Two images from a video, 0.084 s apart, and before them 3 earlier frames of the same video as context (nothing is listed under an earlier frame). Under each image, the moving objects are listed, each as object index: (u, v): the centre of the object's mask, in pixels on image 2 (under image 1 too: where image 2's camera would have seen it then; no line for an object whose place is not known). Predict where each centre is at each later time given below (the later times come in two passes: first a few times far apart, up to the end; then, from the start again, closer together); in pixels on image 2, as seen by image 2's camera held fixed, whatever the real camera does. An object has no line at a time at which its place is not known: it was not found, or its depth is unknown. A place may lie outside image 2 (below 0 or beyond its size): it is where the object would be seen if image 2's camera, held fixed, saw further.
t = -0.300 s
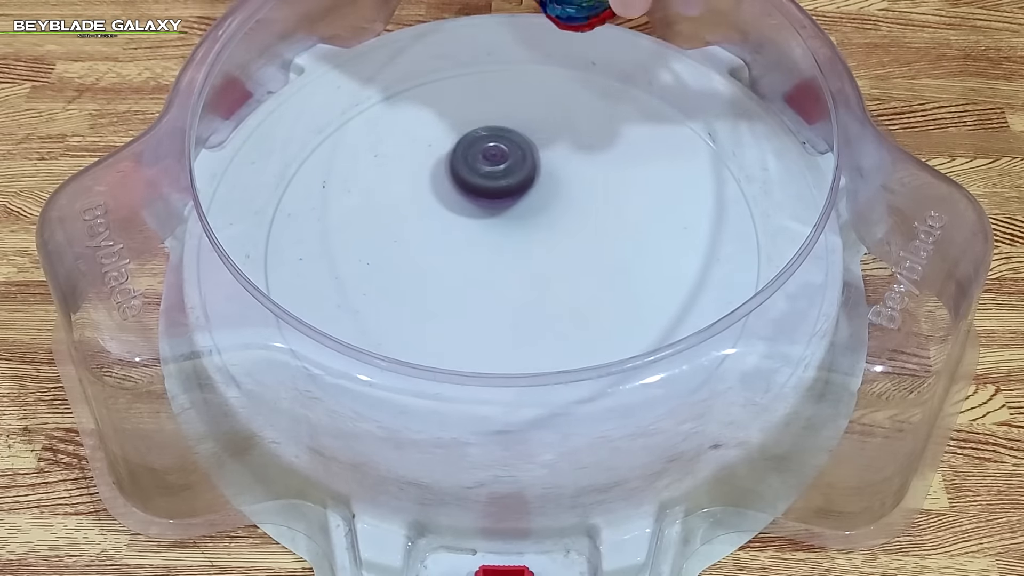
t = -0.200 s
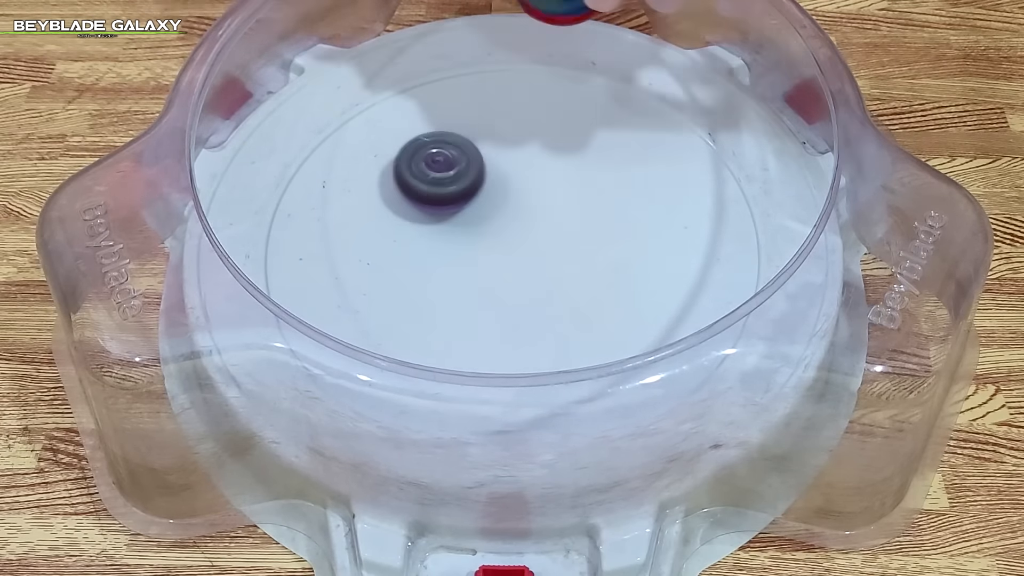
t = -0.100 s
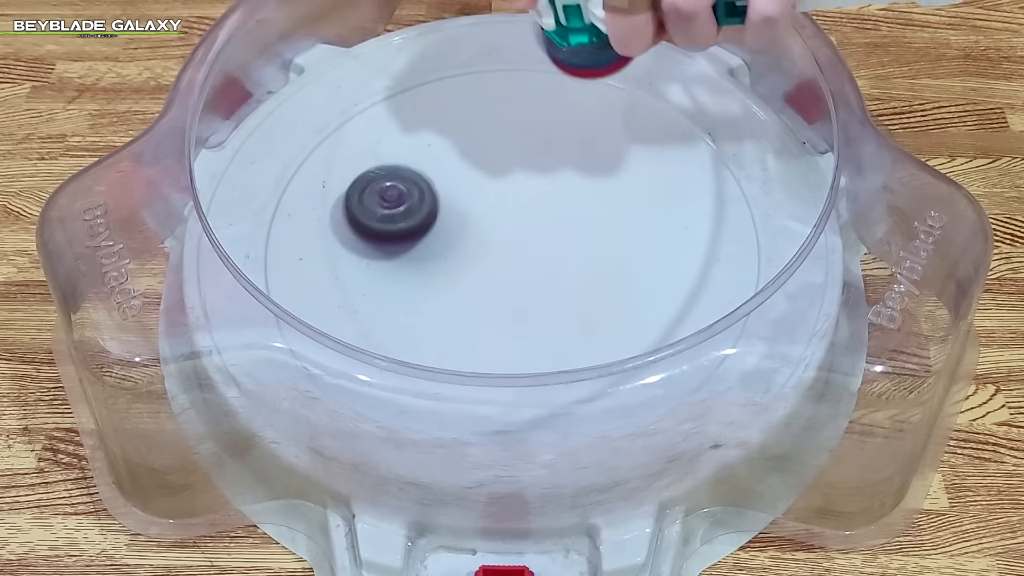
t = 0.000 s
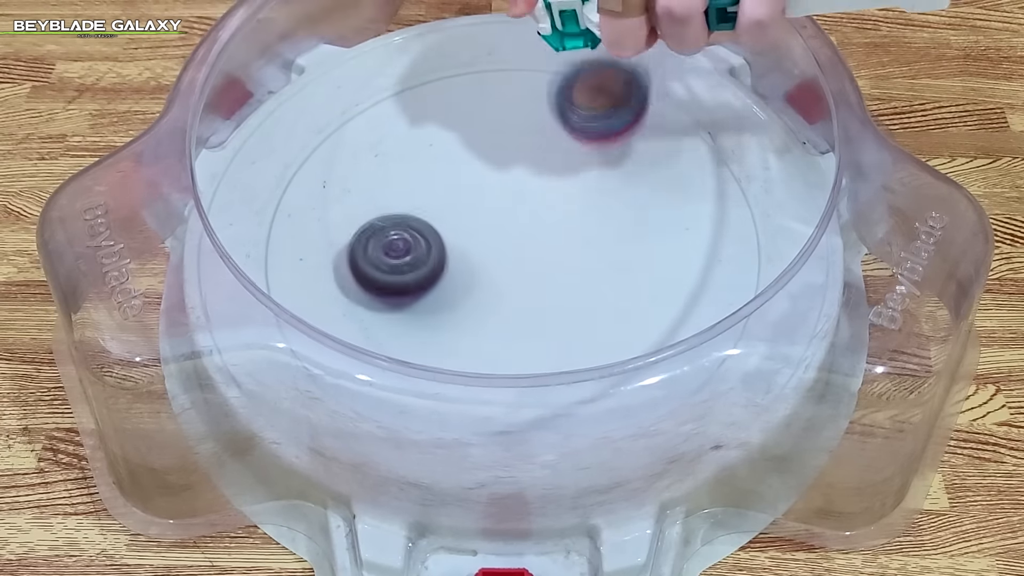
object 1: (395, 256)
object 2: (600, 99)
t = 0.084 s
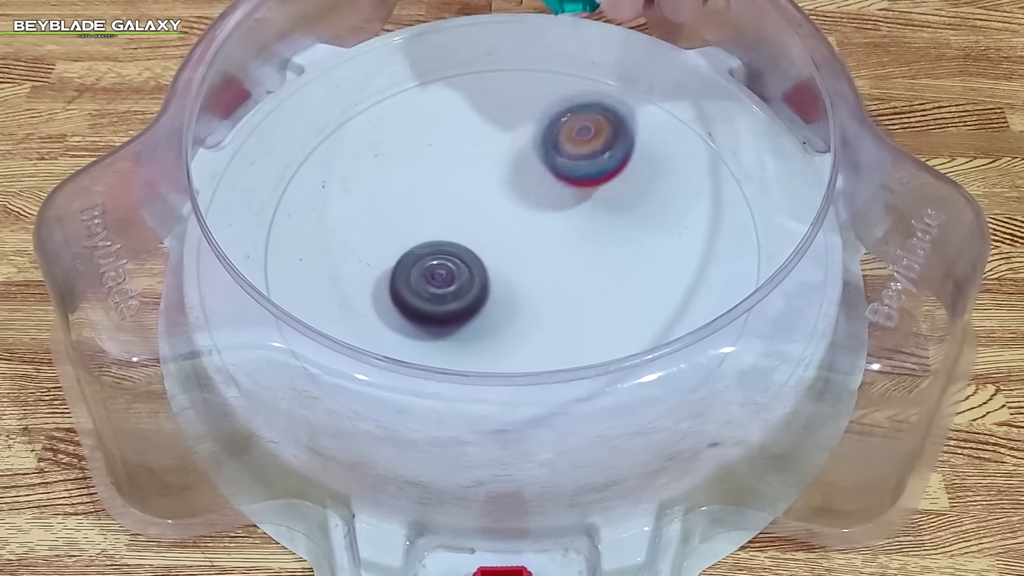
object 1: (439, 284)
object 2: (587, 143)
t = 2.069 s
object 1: (365, 266)
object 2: (501, 359)
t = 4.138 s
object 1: (472, 241)
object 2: (579, 304)
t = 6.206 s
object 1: (518, 204)
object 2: (562, 296)
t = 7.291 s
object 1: (554, 264)
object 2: (441, 224)
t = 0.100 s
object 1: (448, 286)
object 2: (581, 154)
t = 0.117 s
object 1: (458, 286)
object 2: (576, 167)
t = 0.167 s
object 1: (491, 287)
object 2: (557, 205)
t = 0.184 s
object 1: (496, 288)
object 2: (551, 217)
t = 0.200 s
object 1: (492, 295)
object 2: (555, 217)
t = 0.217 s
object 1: (489, 302)
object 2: (560, 217)
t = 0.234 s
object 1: (487, 307)
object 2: (565, 219)
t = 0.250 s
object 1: (487, 311)
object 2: (571, 216)
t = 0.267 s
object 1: (488, 313)
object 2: (576, 217)
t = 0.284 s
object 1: (491, 314)
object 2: (582, 221)
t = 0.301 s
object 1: (496, 316)
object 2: (588, 218)
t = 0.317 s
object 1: (502, 315)
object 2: (594, 217)
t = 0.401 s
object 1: (537, 305)
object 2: (613, 220)
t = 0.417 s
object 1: (547, 301)
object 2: (617, 220)
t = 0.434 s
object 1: (556, 297)
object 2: (620, 217)
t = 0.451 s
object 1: (564, 292)
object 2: (624, 217)
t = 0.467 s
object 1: (569, 289)
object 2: (628, 216)
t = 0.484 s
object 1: (570, 284)
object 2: (633, 209)
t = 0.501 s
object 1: (572, 280)
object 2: (639, 206)
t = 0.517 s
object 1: (572, 274)
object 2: (643, 201)
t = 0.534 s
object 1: (571, 269)
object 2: (647, 195)
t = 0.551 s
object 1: (570, 262)
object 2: (650, 191)
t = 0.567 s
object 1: (567, 256)
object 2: (651, 187)
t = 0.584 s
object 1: (565, 250)
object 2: (652, 181)
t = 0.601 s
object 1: (560, 245)
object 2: (652, 177)
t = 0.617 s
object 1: (555, 240)
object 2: (652, 174)
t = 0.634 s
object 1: (549, 235)
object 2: (649, 172)
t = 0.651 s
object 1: (543, 231)
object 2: (645, 170)
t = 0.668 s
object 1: (537, 228)
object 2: (640, 168)
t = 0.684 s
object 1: (529, 226)
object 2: (633, 167)
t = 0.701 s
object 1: (521, 223)
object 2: (624, 168)
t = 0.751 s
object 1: (497, 220)
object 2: (592, 175)
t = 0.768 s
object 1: (488, 221)
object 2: (582, 177)
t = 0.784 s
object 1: (479, 221)
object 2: (572, 183)
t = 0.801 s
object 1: (465, 223)
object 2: (566, 188)
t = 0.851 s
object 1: (431, 229)
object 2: (550, 208)
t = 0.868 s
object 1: (421, 232)
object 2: (545, 216)
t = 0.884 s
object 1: (413, 237)
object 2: (541, 222)
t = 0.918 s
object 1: (401, 245)
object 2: (534, 241)
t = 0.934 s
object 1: (396, 250)
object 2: (532, 247)
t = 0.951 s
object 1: (394, 255)
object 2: (531, 251)
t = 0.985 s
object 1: (393, 266)
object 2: (529, 272)
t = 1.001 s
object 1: (393, 273)
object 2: (530, 278)
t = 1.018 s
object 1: (393, 278)
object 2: (531, 283)
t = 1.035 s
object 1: (394, 283)
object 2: (533, 291)
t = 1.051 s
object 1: (398, 288)
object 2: (535, 303)
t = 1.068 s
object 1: (401, 292)
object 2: (538, 309)
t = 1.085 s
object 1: (404, 297)
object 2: (541, 317)
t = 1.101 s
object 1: (408, 298)
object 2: (546, 322)
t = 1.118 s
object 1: (413, 301)
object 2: (551, 327)
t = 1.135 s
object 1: (418, 303)
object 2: (557, 329)
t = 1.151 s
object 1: (425, 304)
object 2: (563, 333)
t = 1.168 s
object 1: (432, 306)
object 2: (570, 334)
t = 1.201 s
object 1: (448, 309)
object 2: (586, 335)
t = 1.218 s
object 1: (458, 310)
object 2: (594, 336)
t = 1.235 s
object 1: (468, 310)
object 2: (606, 347)
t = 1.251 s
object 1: (478, 308)
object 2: (615, 346)
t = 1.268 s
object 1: (488, 306)
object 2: (625, 343)
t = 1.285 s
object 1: (498, 302)
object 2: (635, 342)
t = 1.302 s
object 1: (508, 297)
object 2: (643, 336)
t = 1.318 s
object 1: (517, 292)
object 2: (647, 319)
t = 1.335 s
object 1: (524, 284)
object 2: (654, 315)
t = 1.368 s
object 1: (535, 267)
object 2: (666, 301)
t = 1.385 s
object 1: (538, 260)
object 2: (671, 295)
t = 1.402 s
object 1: (539, 248)
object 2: (672, 287)
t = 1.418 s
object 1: (539, 239)
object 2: (672, 276)
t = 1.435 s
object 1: (538, 229)
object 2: (671, 267)
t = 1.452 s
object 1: (534, 220)
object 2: (670, 256)
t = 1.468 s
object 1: (530, 210)
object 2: (669, 245)
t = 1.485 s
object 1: (525, 202)
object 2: (665, 234)
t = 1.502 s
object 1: (519, 193)
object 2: (660, 224)
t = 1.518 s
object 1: (514, 187)
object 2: (653, 215)
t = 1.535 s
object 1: (506, 182)
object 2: (645, 206)
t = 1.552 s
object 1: (501, 177)
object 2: (637, 199)
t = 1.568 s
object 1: (494, 175)
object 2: (627, 190)
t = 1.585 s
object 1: (488, 173)
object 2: (616, 184)
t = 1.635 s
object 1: (474, 171)
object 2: (576, 171)
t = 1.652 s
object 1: (466, 170)
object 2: (564, 167)
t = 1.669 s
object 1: (454, 168)
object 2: (558, 166)
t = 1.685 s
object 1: (438, 168)
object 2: (553, 168)
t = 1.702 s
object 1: (426, 167)
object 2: (547, 170)
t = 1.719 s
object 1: (413, 167)
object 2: (540, 170)
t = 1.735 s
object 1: (400, 167)
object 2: (533, 175)
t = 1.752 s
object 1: (389, 169)
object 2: (526, 181)
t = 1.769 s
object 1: (376, 171)
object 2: (518, 183)
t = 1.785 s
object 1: (368, 174)
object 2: (510, 189)
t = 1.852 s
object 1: (339, 197)
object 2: (476, 221)
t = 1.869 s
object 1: (334, 204)
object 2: (468, 228)
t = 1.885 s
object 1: (333, 212)
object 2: (460, 240)
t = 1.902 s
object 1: (333, 219)
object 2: (455, 250)
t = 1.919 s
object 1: (336, 227)
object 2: (450, 253)
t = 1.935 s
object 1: (339, 236)
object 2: (447, 258)
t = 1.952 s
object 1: (344, 242)
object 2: (444, 269)
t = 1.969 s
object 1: (345, 248)
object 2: (447, 283)
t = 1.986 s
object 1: (344, 252)
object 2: (452, 303)
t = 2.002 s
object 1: (345, 254)
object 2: (459, 314)
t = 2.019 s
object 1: (347, 257)
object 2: (468, 326)
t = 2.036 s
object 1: (351, 260)
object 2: (478, 336)
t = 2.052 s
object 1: (357, 262)
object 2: (490, 341)
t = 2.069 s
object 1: (365, 266)
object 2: (501, 359)
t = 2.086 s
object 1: (372, 270)
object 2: (515, 364)
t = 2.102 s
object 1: (383, 273)
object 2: (530, 373)
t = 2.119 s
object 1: (392, 276)
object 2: (546, 385)
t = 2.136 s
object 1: (402, 277)
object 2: (564, 386)
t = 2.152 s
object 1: (413, 278)
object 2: (579, 390)
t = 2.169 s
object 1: (423, 277)
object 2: (597, 393)
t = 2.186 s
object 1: (432, 276)
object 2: (614, 386)
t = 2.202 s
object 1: (443, 273)
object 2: (630, 383)
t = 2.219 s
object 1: (452, 269)
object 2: (645, 381)
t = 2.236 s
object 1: (461, 266)
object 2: (660, 374)
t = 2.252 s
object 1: (469, 260)
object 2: (673, 365)
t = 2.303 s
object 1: (487, 242)
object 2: (703, 327)
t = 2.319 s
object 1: (493, 236)
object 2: (709, 312)
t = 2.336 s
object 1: (497, 228)
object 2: (707, 289)
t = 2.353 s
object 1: (500, 220)
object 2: (713, 278)
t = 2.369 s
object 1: (504, 213)
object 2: (716, 265)
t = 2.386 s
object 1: (505, 206)
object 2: (713, 250)
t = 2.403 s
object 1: (506, 198)
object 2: (707, 234)
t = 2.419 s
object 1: (506, 190)
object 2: (699, 219)
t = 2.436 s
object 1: (505, 183)
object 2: (689, 205)
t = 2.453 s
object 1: (503, 175)
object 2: (678, 192)
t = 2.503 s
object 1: (495, 155)
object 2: (638, 157)
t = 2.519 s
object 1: (491, 148)
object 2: (623, 148)
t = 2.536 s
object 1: (488, 144)
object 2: (607, 142)
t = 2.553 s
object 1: (483, 140)
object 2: (592, 132)
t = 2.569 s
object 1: (479, 136)
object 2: (577, 125)
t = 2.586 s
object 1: (472, 132)
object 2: (565, 120)
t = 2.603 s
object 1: (453, 127)
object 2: (565, 118)
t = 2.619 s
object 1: (435, 125)
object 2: (564, 112)
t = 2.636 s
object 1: (420, 124)
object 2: (562, 109)
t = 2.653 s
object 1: (405, 125)
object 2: (561, 109)
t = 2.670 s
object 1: (392, 127)
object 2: (559, 113)
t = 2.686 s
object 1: (380, 130)
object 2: (554, 111)
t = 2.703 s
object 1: (367, 135)
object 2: (550, 113)
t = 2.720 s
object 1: (355, 141)
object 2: (545, 119)
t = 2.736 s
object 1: (344, 147)
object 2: (541, 128)
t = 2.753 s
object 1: (338, 153)
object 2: (535, 132)
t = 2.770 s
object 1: (332, 162)
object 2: (529, 138)
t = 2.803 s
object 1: (325, 181)
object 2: (515, 154)
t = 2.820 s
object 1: (325, 191)
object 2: (508, 160)
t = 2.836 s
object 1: (327, 201)
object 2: (501, 170)
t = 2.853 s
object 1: (329, 211)
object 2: (493, 182)
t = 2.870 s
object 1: (334, 222)
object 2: (484, 192)
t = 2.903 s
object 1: (352, 242)
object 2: (467, 210)
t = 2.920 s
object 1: (364, 255)
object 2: (459, 222)
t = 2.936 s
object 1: (365, 264)
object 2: (464, 226)
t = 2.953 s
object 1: (358, 274)
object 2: (480, 230)
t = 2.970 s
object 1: (353, 285)
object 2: (496, 238)
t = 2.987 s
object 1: (351, 291)
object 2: (512, 249)
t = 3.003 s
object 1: (351, 298)
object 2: (526, 254)
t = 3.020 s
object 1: (355, 302)
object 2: (540, 260)
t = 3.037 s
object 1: (360, 306)
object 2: (552, 267)
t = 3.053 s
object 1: (367, 311)
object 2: (563, 269)
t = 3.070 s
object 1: (377, 315)
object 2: (574, 274)
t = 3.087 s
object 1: (387, 319)
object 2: (585, 278)
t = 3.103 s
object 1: (397, 322)
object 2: (596, 280)
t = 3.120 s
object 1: (408, 325)
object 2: (608, 282)
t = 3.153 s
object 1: (431, 328)
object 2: (631, 278)
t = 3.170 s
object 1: (443, 328)
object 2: (642, 277)
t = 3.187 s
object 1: (455, 328)
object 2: (652, 270)
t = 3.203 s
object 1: (466, 327)
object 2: (661, 266)
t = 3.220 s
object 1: (479, 325)
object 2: (669, 262)
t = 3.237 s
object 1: (491, 322)
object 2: (673, 253)
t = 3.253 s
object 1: (503, 317)
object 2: (676, 245)
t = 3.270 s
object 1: (516, 309)
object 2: (679, 241)
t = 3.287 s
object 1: (527, 303)
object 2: (679, 235)
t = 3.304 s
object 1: (537, 297)
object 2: (677, 226)
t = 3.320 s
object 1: (546, 290)
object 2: (674, 220)
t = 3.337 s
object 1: (553, 284)
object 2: (671, 217)
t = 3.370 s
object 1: (566, 267)
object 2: (656, 205)
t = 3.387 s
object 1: (571, 260)
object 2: (649, 201)
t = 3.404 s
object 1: (572, 251)
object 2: (646, 191)
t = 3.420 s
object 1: (569, 246)
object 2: (646, 183)
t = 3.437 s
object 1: (564, 240)
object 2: (644, 178)
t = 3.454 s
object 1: (560, 234)
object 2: (640, 170)
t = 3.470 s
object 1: (555, 227)
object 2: (636, 164)
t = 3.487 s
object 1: (552, 221)
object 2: (632, 159)
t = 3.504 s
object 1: (549, 216)
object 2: (626, 155)
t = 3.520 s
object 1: (546, 212)
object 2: (620, 154)
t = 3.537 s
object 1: (542, 209)
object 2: (615, 151)
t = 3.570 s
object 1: (528, 205)
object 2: (607, 147)
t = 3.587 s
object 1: (519, 203)
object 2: (603, 146)
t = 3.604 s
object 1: (510, 200)
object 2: (598, 146)
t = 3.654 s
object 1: (485, 199)
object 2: (581, 150)
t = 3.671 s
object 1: (475, 197)
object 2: (575, 152)
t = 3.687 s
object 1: (466, 196)
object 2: (569, 156)
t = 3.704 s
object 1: (456, 195)
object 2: (562, 161)
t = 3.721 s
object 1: (446, 196)
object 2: (556, 166)
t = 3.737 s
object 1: (438, 198)
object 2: (550, 172)
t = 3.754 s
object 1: (430, 199)
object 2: (545, 179)
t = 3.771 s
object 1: (423, 204)
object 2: (540, 187)
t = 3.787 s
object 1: (419, 205)
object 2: (537, 196)
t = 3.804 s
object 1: (416, 209)
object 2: (534, 204)
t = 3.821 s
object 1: (415, 213)
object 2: (532, 213)
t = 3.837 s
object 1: (416, 217)
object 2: (531, 220)
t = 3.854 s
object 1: (419, 221)
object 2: (530, 229)
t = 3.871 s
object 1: (422, 227)
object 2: (530, 239)
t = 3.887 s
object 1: (425, 229)
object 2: (532, 247)
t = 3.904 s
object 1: (429, 233)
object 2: (534, 255)
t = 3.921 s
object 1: (434, 234)
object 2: (537, 264)
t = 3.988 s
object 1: (450, 240)
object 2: (550, 290)
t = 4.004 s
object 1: (453, 241)
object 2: (553, 295)
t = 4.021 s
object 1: (457, 241)
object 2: (556, 297)
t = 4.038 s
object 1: (460, 242)
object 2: (559, 301)
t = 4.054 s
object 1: (462, 242)
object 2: (562, 300)
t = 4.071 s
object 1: (465, 242)
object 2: (565, 302)
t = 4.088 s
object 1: (467, 242)
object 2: (568, 306)
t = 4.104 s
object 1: (470, 242)
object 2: (572, 305)
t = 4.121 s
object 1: (471, 242)
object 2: (575, 306)
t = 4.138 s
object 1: (472, 241)
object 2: (579, 304)
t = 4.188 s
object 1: (474, 234)
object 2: (594, 297)
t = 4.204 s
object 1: (476, 232)
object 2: (599, 295)
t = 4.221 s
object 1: (480, 227)
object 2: (604, 294)
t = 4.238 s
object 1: (484, 224)
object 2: (608, 286)
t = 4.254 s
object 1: (490, 220)
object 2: (612, 281)
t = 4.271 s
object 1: (495, 216)
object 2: (617, 274)
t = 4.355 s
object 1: (513, 210)
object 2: (635, 247)
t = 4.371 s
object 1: (514, 211)
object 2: (637, 243)
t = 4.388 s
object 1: (515, 212)
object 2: (637, 240)
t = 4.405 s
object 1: (514, 215)
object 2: (636, 237)
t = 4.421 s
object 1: (512, 217)
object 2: (632, 234)
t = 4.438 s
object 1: (510, 217)
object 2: (628, 230)
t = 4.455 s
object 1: (509, 218)
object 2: (621, 228)
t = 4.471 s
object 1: (510, 218)
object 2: (613, 226)
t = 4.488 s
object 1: (503, 215)
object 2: (610, 225)
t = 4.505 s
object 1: (485, 204)
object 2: (625, 230)
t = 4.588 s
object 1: (415, 175)
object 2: (669, 242)
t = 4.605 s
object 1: (406, 172)
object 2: (675, 243)
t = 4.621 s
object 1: (399, 171)
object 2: (680, 242)
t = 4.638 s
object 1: (393, 171)
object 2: (684, 241)
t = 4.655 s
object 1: (389, 172)
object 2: (687, 239)
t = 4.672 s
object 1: (385, 174)
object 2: (689, 236)
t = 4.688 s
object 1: (382, 176)
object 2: (690, 233)
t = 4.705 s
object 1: (379, 181)
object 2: (689, 229)
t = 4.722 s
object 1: (375, 185)
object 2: (688, 225)
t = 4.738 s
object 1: (371, 191)
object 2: (685, 220)
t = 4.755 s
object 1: (368, 196)
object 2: (682, 215)
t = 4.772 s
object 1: (364, 203)
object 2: (677, 211)
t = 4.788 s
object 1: (362, 210)
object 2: (673, 209)
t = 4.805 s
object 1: (360, 218)
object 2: (666, 207)
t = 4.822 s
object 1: (360, 224)
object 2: (658, 206)
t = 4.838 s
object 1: (362, 231)
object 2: (650, 205)
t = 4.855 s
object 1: (365, 237)
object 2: (640, 206)
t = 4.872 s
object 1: (369, 241)
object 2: (629, 207)
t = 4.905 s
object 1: (379, 249)
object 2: (606, 214)
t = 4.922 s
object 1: (385, 252)
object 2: (594, 218)
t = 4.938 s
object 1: (391, 254)
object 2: (582, 222)
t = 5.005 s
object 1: (416, 258)
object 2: (539, 250)
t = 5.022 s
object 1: (421, 258)
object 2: (529, 259)
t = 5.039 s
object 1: (418, 255)
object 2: (529, 270)
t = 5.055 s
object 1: (413, 251)
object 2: (533, 279)
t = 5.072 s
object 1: (410, 247)
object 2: (540, 288)
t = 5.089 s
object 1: (408, 243)
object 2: (545, 299)
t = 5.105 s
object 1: (408, 241)
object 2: (553, 306)
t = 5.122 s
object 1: (409, 238)
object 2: (560, 313)
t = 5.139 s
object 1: (410, 236)
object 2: (568, 319)
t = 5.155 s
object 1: (412, 235)
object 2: (577, 323)
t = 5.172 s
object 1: (414, 235)
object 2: (585, 326)
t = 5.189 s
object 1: (417, 234)
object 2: (593, 327)
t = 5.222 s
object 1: (422, 232)
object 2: (608, 327)
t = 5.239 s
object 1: (424, 232)
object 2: (616, 327)
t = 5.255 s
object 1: (426, 233)
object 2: (624, 325)
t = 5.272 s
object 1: (429, 232)
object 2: (632, 322)
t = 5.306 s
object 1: (435, 233)
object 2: (642, 316)
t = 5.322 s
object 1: (439, 232)
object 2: (647, 313)
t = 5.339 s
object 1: (441, 232)
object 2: (650, 309)
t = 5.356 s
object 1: (444, 232)
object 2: (653, 305)
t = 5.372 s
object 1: (447, 232)
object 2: (654, 300)
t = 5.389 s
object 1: (449, 231)
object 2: (653, 294)
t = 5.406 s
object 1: (450, 232)
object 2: (650, 287)
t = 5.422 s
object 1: (453, 232)
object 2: (646, 281)
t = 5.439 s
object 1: (454, 232)
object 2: (642, 275)
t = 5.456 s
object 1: (455, 231)
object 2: (637, 270)
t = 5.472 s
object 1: (456, 229)
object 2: (631, 265)
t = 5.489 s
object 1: (458, 227)
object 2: (623, 261)
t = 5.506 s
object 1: (462, 224)
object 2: (614, 258)
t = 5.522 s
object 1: (467, 223)
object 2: (603, 255)
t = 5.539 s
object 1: (473, 221)
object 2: (593, 254)
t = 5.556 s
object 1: (479, 221)
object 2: (581, 251)
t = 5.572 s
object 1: (481, 218)
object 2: (571, 254)
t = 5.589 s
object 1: (477, 211)
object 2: (568, 260)
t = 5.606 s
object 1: (475, 204)
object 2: (566, 266)
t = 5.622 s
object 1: (474, 199)
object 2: (563, 273)
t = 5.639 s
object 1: (474, 195)
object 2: (560, 279)
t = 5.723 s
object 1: (477, 184)
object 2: (552, 306)
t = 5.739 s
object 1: (477, 183)
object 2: (551, 307)
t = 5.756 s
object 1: (478, 181)
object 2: (551, 309)
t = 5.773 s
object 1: (478, 182)
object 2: (552, 309)
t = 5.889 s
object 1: (484, 188)
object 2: (557, 313)
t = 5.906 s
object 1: (486, 189)
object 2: (558, 313)
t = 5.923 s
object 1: (487, 191)
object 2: (560, 312)
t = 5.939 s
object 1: (487, 193)
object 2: (560, 312)
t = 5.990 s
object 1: (486, 199)
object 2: (562, 313)
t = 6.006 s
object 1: (486, 200)
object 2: (562, 313)
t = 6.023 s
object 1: (484, 201)
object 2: (561, 314)
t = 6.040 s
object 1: (482, 200)
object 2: (561, 315)
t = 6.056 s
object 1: (480, 201)
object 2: (560, 314)
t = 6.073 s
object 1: (479, 201)
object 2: (560, 313)
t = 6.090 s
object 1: (480, 200)
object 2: (560, 312)
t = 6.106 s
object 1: (482, 198)
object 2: (560, 311)
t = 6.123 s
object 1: (485, 198)
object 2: (560, 308)
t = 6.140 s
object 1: (489, 198)
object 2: (560, 306)
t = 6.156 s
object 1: (496, 199)
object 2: (560, 303)
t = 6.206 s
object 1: (518, 204)
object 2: (562, 296)
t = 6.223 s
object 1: (523, 205)
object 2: (563, 293)
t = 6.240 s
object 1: (529, 206)
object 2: (562, 290)
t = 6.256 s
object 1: (534, 208)
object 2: (561, 289)
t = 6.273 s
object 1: (539, 207)
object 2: (558, 284)
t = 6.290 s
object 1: (546, 202)
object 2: (551, 291)
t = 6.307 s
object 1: (553, 194)
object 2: (543, 297)
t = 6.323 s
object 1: (559, 187)
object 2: (535, 301)
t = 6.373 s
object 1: (571, 173)
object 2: (518, 312)
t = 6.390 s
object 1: (575, 171)
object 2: (513, 314)
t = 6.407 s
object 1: (577, 169)
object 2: (509, 314)
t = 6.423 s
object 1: (578, 167)
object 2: (505, 315)
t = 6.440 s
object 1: (578, 167)
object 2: (503, 315)
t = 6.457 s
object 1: (580, 166)
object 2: (501, 313)
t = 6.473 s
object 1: (581, 165)
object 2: (499, 312)
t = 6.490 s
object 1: (581, 165)
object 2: (498, 310)
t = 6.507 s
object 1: (580, 166)
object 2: (498, 308)
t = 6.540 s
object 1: (581, 167)
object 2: (499, 303)
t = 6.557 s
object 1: (579, 168)
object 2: (500, 301)
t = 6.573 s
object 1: (577, 170)
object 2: (501, 299)
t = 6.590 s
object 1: (576, 172)
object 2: (501, 297)
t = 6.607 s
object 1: (574, 173)
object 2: (499, 295)
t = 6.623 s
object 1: (571, 175)
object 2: (496, 293)
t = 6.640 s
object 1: (568, 177)
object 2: (492, 291)
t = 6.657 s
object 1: (567, 178)
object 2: (488, 289)
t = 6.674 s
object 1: (564, 178)
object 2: (482, 287)
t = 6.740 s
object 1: (558, 179)
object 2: (463, 281)
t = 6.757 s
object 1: (557, 180)
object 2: (457, 279)
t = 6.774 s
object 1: (557, 180)
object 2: (452, 276)
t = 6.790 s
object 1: (558, 179)
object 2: (448, 274)
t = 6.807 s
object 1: (558, 179)
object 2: (445, 272)
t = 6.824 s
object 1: (558, 179)
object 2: (443, 271)
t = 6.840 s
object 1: (560, 179)
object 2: (443, 270)
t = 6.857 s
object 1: (561, 180)
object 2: (443, 269)
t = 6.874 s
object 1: (563, 180)
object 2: (442, 269)
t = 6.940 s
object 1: (573, 185)
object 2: (438, 262)
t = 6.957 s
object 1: (577, 186)
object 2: (439, 262)
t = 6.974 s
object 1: (580, 190)
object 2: (439, 262)
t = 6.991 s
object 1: (580, 195)
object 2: (439, 262)
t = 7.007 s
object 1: (581, 201)
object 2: (439, 261)
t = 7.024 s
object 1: (581, 206)
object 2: (438, 260)
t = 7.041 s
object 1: (580, 214)
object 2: (436, 258)
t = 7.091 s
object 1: (576, 231)
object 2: (434, 248)
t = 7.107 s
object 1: (574, 236)
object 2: (432, 244)
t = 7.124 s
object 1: (572, 239)
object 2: (431, 240)
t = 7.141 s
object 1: (570, 242)
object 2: (429, 238)
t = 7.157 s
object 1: (569, 244)
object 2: (429, 236)
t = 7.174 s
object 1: (567, 246)
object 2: (429, 234)
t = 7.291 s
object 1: (554, 264)
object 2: (441, 224)
